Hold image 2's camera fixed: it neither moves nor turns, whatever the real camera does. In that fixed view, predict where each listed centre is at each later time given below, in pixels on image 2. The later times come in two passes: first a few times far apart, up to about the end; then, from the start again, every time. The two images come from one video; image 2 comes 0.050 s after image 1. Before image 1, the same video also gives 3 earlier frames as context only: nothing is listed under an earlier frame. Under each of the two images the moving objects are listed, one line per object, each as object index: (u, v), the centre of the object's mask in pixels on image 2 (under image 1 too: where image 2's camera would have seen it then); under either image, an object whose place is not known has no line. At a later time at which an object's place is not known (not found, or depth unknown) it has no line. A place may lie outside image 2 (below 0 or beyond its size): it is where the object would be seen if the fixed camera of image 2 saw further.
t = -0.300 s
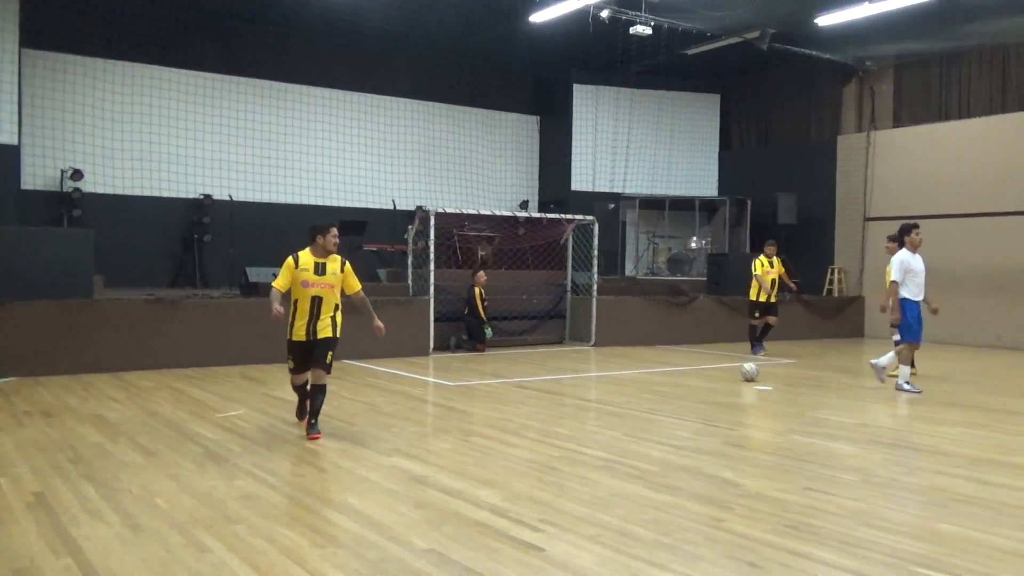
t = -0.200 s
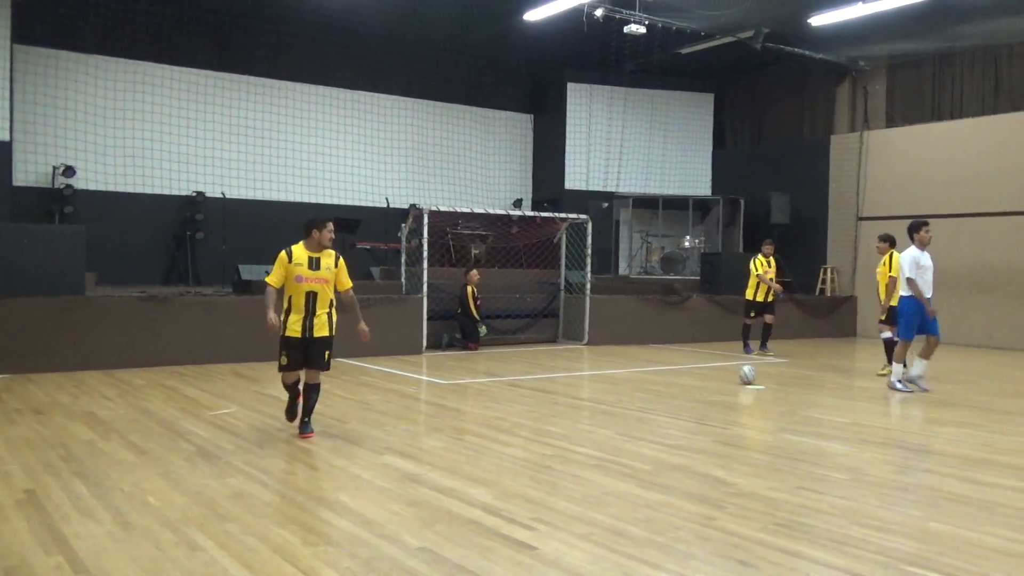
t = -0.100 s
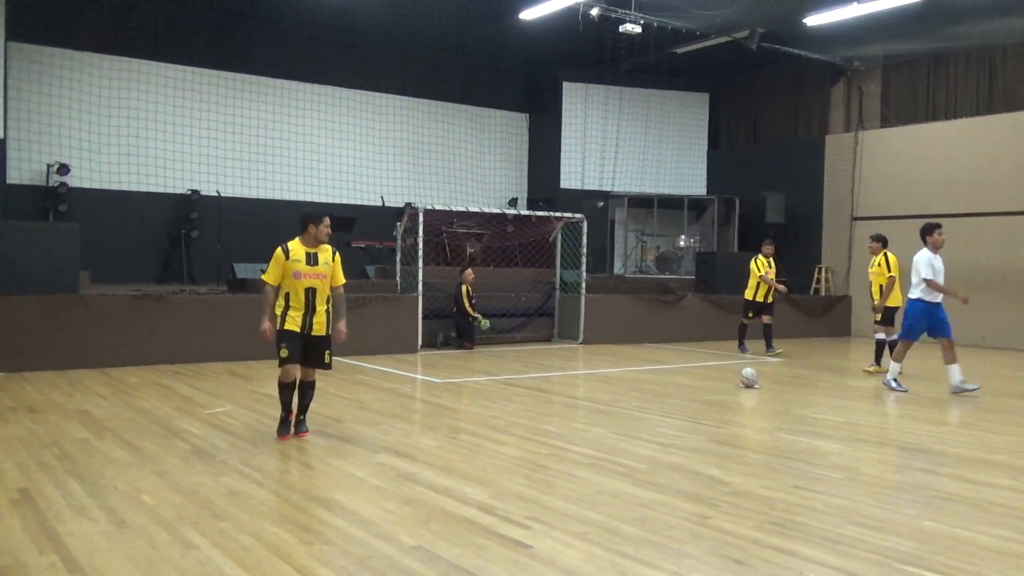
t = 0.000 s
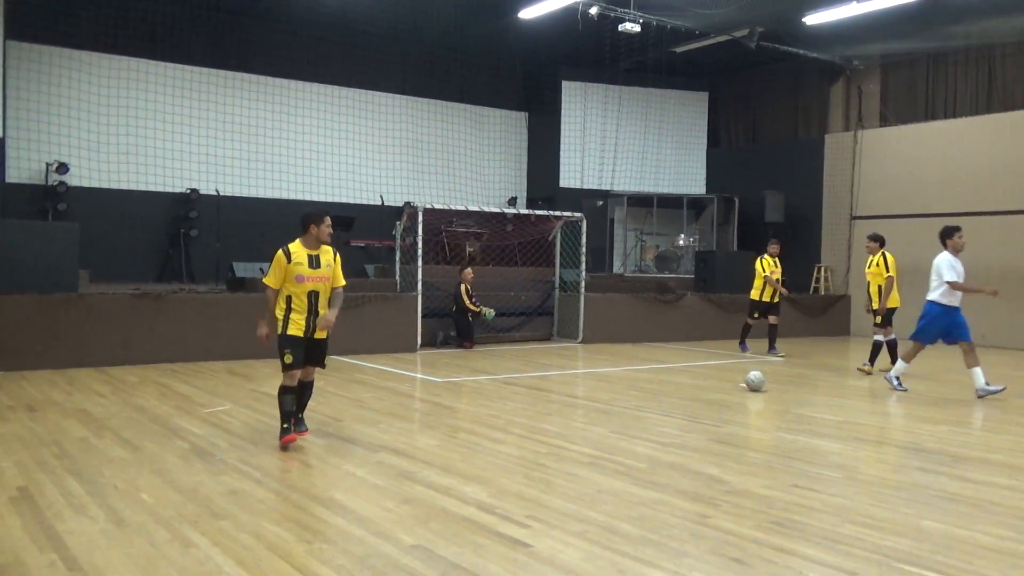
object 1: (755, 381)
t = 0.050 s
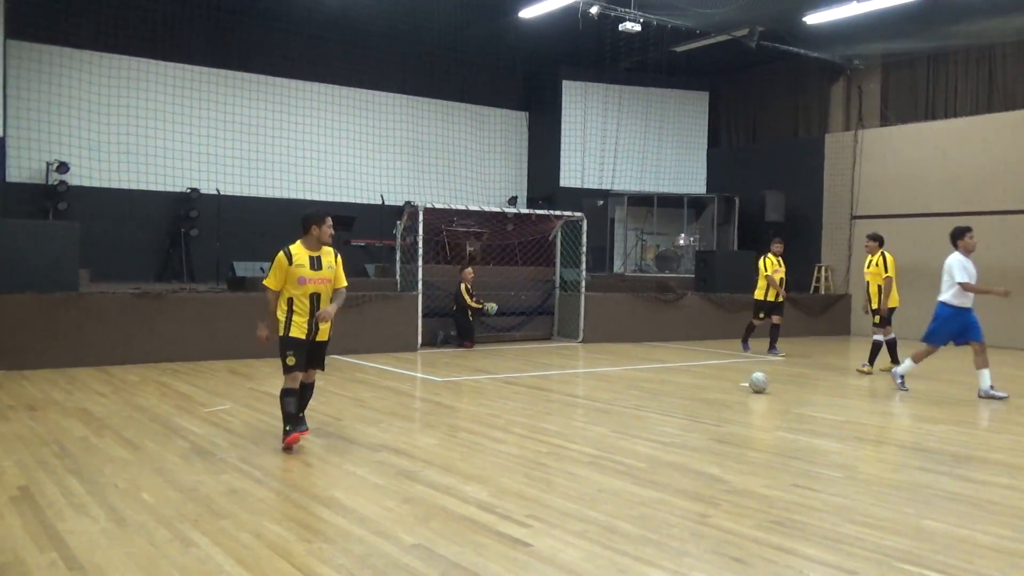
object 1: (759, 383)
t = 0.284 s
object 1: (776, 393)
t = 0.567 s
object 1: (802, 409)
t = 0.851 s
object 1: (835, 430)
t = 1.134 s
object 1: (878, 455)
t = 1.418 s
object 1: (937, 490)
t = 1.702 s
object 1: (1017, 538)
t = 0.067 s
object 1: (759, 384)
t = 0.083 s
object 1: (760, 384)
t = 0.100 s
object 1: (761, 385)
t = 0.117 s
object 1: (763, 386)
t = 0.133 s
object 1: (764, 386)
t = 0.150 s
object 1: (765, 387)
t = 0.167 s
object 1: (767, 388)
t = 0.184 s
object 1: (768, 389)
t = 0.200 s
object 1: (769, 389)
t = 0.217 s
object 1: (771, 390)
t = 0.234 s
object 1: (771, 391)
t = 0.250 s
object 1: (773, 392)
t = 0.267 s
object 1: (774, 393)
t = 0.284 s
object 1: (776, 393)
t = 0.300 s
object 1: (777, 394)
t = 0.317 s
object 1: (779, 395)
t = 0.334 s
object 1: (780, 396)
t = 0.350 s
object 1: (782, 397)
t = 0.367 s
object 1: (783, 398)
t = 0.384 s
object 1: (785, 399)
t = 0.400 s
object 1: (786, 399)
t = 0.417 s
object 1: (787, 400)
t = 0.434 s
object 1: (788, 401)
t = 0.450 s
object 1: (790, 403)
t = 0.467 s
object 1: (792, 404)
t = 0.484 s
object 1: (793, 404)
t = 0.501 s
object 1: (795, 405)
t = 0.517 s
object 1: (797, 406)
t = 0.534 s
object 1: (798, 407)
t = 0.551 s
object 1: (800, 408)
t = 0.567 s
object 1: (802, 409)
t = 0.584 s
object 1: (803, 410)
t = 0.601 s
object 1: (805, 412)
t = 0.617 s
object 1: (807, 413)
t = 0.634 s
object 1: (809, 414)
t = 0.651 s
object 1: (811, 415)
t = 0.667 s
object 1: (812, 416)
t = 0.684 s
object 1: (814, 417)
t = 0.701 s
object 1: (816, 418)
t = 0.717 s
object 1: (818, 419)
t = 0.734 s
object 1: (820, 421)
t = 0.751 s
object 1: (822, 422)
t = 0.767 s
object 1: (824, 423)
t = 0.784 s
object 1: (826, 424)
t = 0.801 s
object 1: (829, 425)
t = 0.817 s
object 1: (831, 427)
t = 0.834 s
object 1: (833, 428)
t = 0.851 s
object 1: (835, 430)
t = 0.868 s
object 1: (837, 431)
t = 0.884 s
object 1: (839, 433)
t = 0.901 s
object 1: (842, 434)
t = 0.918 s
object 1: (844, 435)
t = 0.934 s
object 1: (847, 437)
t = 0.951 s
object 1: (849, 438)
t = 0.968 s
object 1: (851, 439)
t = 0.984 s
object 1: (854, 441)
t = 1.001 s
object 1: (856, 443)
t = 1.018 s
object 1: (859, 444)
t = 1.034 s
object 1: (862, 445)
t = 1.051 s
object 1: (864, 447)
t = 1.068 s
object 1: (867, 449)
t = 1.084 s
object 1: (870, 451)
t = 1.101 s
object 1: (873, 452)
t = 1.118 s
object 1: (876, 453)
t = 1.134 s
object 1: (878, 455)
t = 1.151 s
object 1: (881, 457)
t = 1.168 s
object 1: (883, 459)
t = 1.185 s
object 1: (886, 461)
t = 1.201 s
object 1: (890, 463)
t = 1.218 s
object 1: (893, 465)
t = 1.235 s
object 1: (896, 467)
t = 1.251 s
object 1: (900, 469)
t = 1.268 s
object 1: (903, 470)
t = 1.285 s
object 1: (906, 472)
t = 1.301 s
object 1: (910, 475)
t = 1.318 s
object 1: (913, 477)
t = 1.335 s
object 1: (916, 479)
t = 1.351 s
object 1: (920, 481)
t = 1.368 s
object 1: (924, 484)
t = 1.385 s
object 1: (928, 486)
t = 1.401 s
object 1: (932, 489)
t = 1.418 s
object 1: (937, 490)
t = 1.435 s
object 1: (940, 493)
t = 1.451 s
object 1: (945, 496)
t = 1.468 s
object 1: (949, 498)
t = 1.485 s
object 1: (953, 501)
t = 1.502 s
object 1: (957, 503)
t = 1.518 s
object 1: (962, 506)
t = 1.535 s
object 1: (966, 508)
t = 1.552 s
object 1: (971, 511)
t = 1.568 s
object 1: (976, 515)
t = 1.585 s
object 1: (981, 517)
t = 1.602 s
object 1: (986, 519)
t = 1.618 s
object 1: (991, 522)
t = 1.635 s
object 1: (996, 526)
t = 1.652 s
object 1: (1002, 529)
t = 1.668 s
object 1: (1006, 532)
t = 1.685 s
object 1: (1012, 535)
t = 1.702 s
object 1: (1017, 538)
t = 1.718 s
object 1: (1023, 542)
